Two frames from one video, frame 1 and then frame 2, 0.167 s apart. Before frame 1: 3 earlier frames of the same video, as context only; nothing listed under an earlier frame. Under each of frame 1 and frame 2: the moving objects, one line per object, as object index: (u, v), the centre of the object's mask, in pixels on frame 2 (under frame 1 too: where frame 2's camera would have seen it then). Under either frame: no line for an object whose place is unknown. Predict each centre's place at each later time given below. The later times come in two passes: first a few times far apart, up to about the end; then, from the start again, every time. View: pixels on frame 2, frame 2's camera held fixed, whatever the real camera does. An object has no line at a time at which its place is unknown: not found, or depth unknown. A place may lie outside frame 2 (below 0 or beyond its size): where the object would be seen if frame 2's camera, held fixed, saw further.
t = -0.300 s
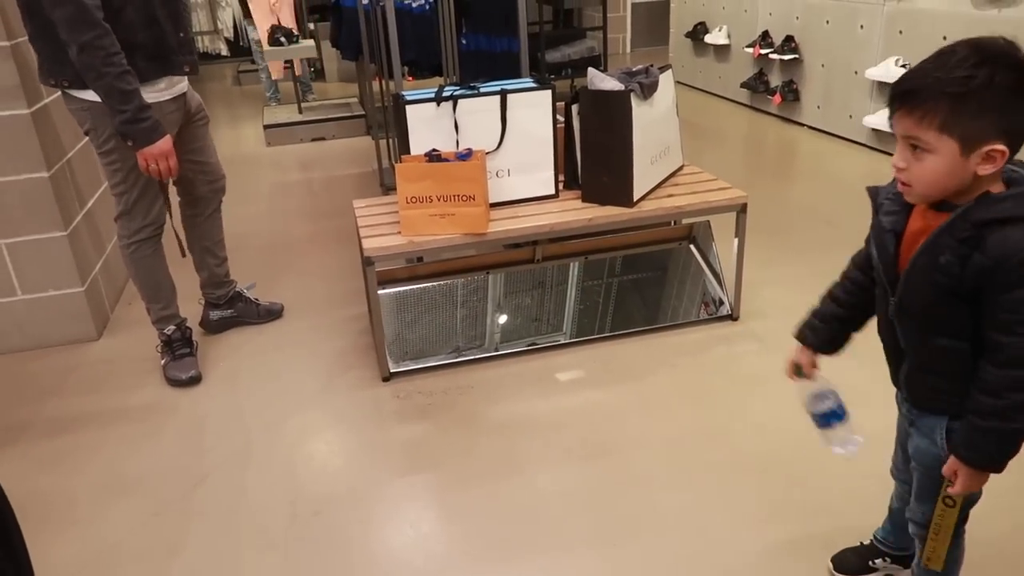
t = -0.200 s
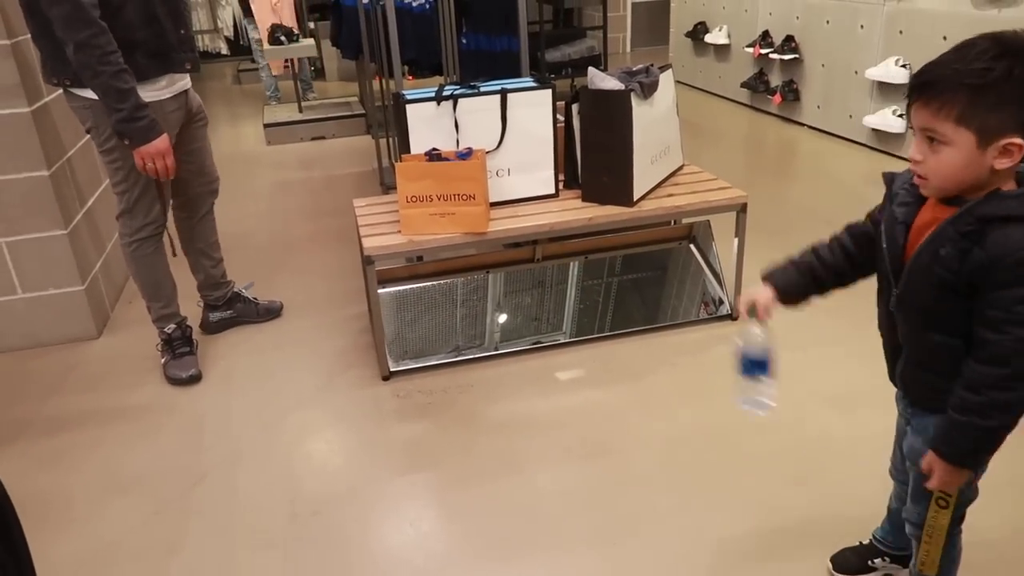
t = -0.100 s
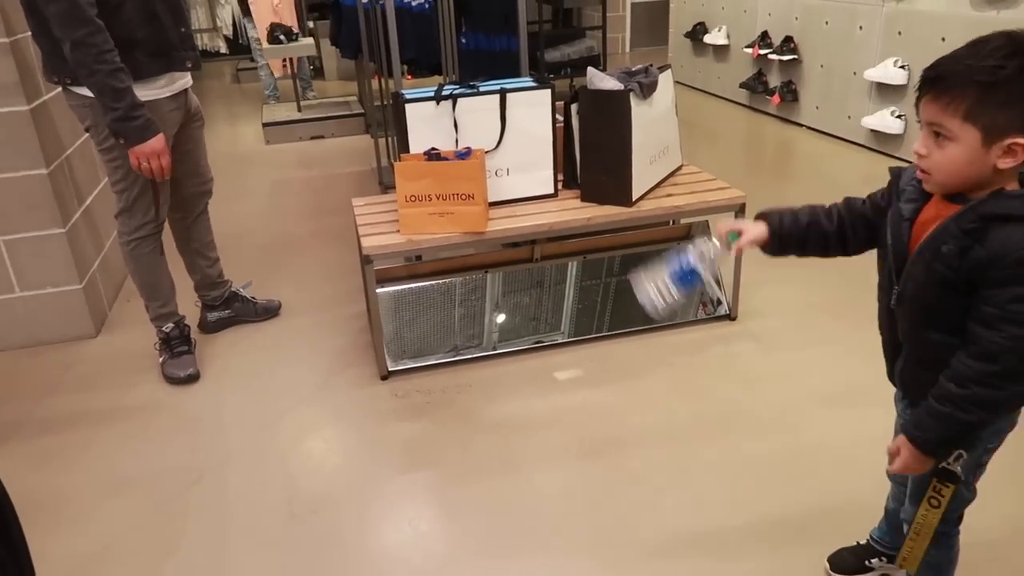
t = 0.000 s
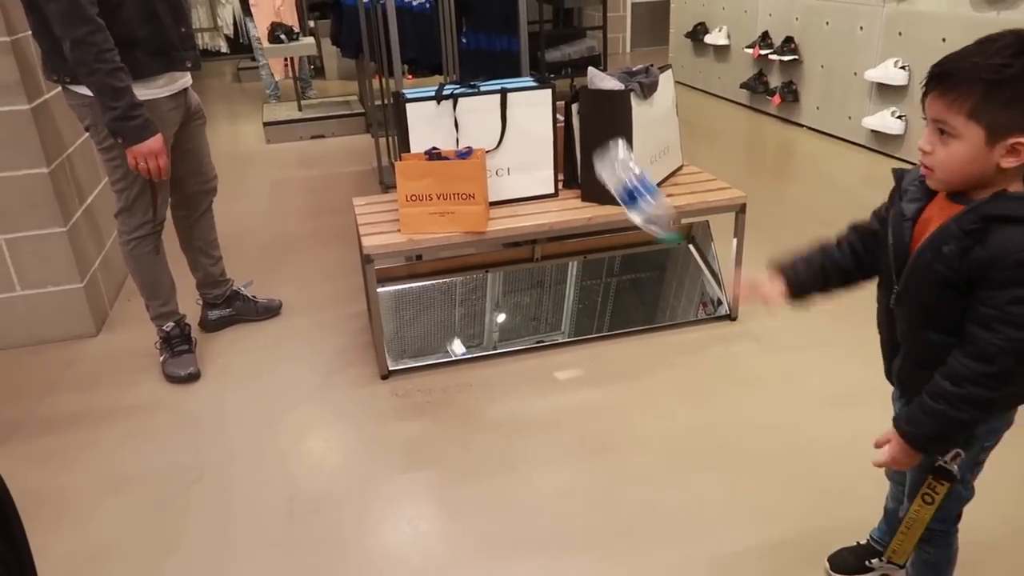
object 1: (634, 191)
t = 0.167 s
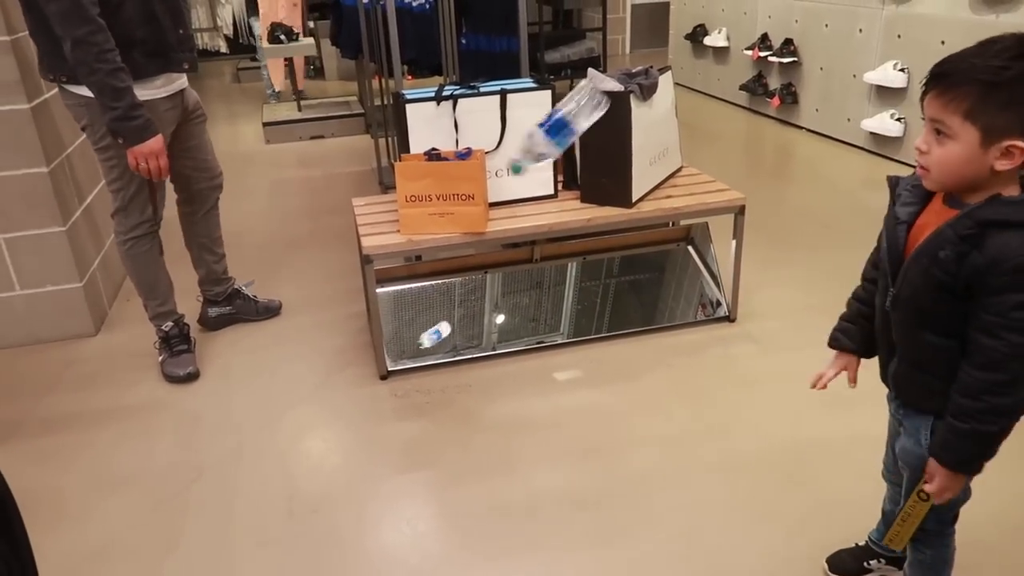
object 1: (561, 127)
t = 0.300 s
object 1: (511, 191)
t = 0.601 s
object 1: (451, 481)
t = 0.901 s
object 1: (463, 448)
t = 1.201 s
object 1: (479, 446)
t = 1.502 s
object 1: (481, 445)
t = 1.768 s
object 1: (482, 445)
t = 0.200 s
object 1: (548, 134)
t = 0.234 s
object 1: (537, 147)
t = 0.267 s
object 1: (525, 166)
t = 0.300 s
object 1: (511, 191)
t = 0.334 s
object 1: (502, 224)
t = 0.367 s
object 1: (492, 258)
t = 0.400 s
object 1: (482, 297)
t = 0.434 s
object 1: (473, 333)
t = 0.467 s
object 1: (464, 376)
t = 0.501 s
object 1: (459, 424)
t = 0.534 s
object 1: (453, 475)
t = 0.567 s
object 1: (452, 489)
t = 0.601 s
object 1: (451, 481)
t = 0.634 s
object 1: (449, 478)
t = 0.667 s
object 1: (450, 469)
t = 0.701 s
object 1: (451, 463)
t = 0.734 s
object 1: (453, 460)
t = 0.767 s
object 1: (455, 457)
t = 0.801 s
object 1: (456, 455)
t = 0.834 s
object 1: (458, 452)
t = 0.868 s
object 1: (460, 450)
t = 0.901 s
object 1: (463, 448)
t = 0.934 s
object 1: (466, 450)
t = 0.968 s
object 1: (469, 453)
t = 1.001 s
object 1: (473, 459)
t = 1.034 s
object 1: (474, 456)
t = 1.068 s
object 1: (476, 453)
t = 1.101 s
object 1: (478, 451)
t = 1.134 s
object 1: (478, 448)
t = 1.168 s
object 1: (479, 447)
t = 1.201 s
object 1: (479, 446)
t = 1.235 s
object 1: (479, 445)
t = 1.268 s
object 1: (479, 445)
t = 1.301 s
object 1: (479, 445)
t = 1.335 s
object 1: (479, 445)
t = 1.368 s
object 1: (479, 445)
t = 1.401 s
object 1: (479, 445)
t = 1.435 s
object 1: (479, 445)
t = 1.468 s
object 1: (480, 445)
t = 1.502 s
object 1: (481, 445)
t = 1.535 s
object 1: (481, 446)
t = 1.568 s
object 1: (482, 446)
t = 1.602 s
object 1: (482, 446)
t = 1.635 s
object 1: (483, 446)
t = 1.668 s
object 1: (482, 446)
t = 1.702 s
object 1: (482, 446)
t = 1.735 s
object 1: (481, 446)
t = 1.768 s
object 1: (482, 445)
